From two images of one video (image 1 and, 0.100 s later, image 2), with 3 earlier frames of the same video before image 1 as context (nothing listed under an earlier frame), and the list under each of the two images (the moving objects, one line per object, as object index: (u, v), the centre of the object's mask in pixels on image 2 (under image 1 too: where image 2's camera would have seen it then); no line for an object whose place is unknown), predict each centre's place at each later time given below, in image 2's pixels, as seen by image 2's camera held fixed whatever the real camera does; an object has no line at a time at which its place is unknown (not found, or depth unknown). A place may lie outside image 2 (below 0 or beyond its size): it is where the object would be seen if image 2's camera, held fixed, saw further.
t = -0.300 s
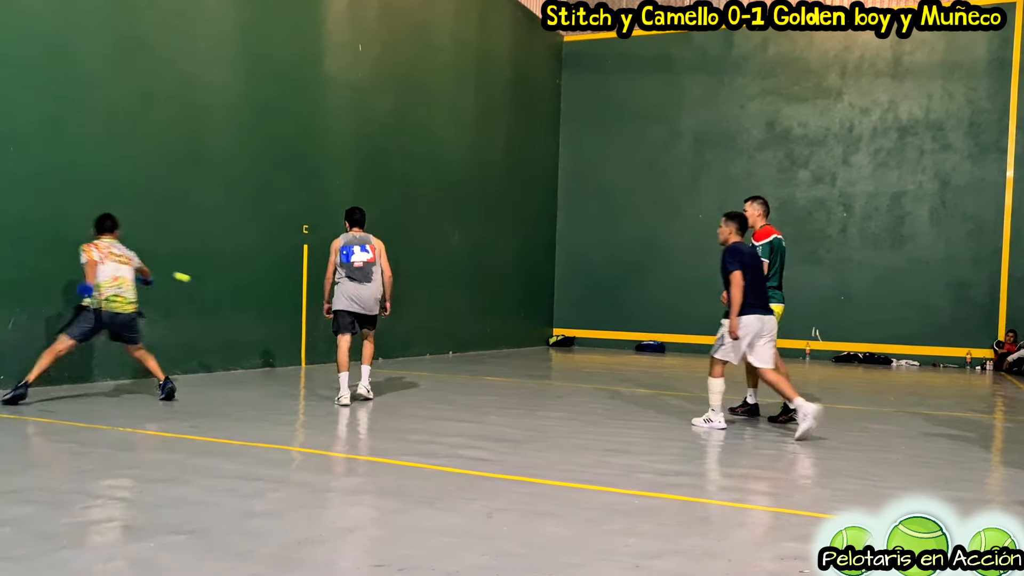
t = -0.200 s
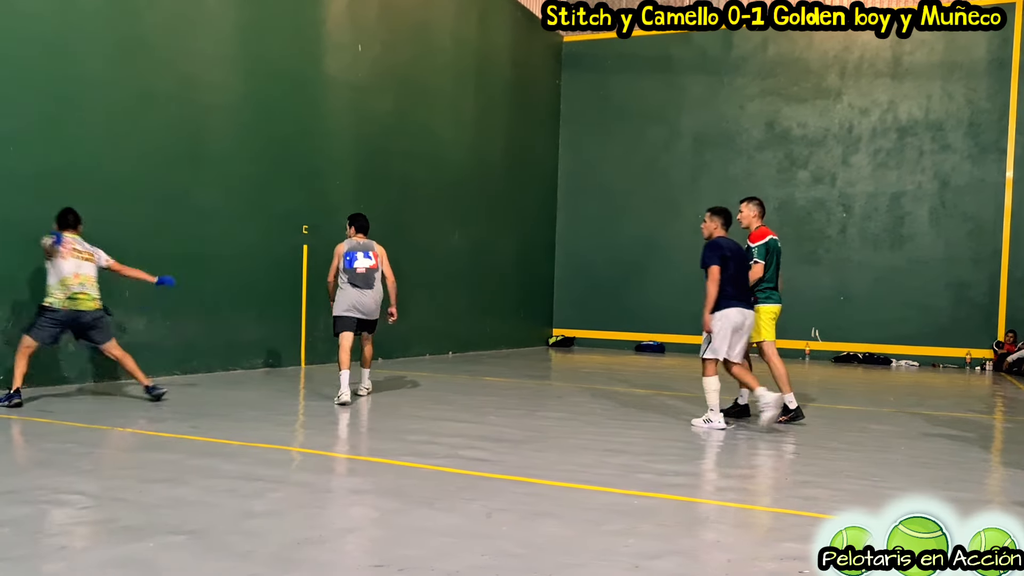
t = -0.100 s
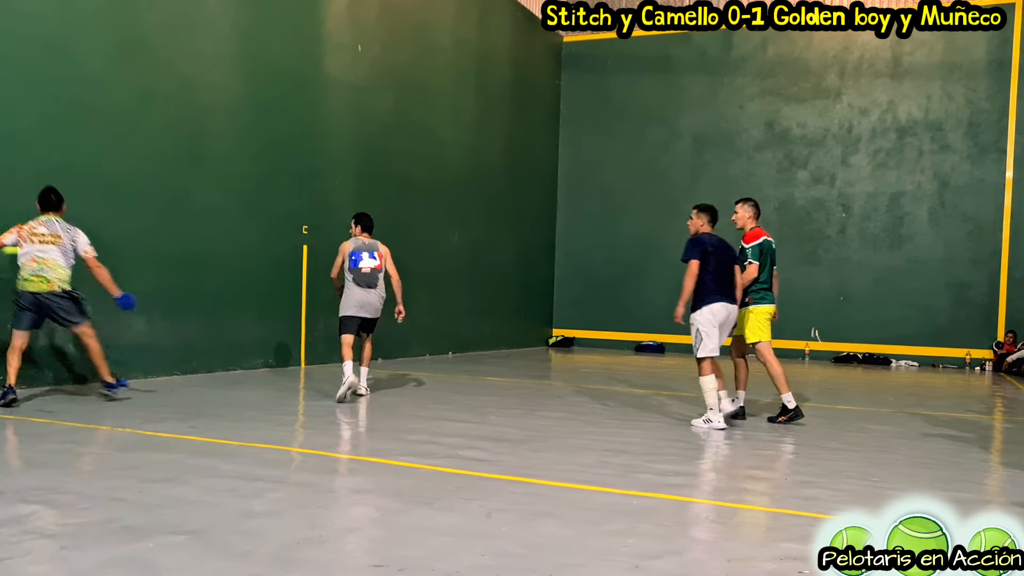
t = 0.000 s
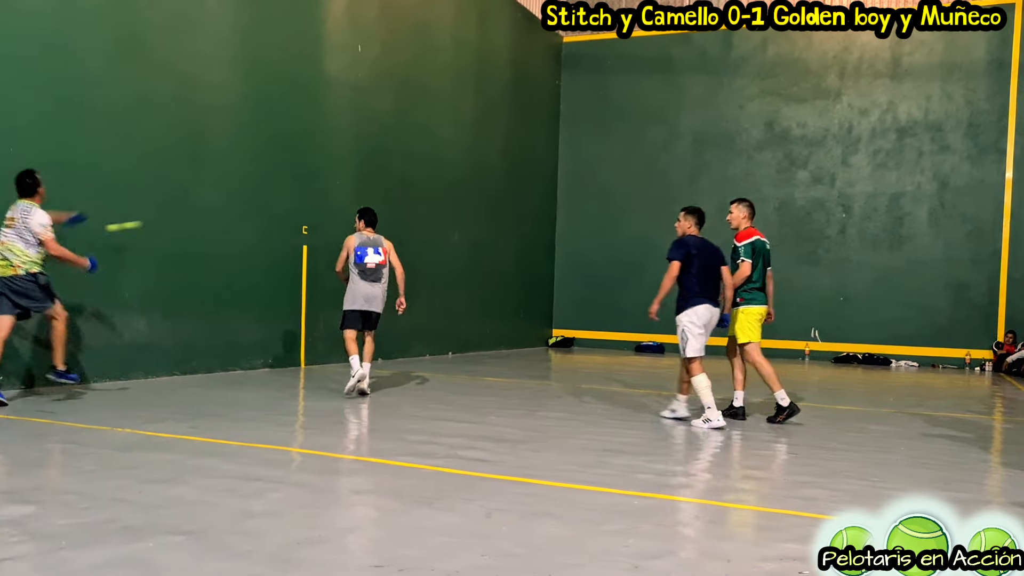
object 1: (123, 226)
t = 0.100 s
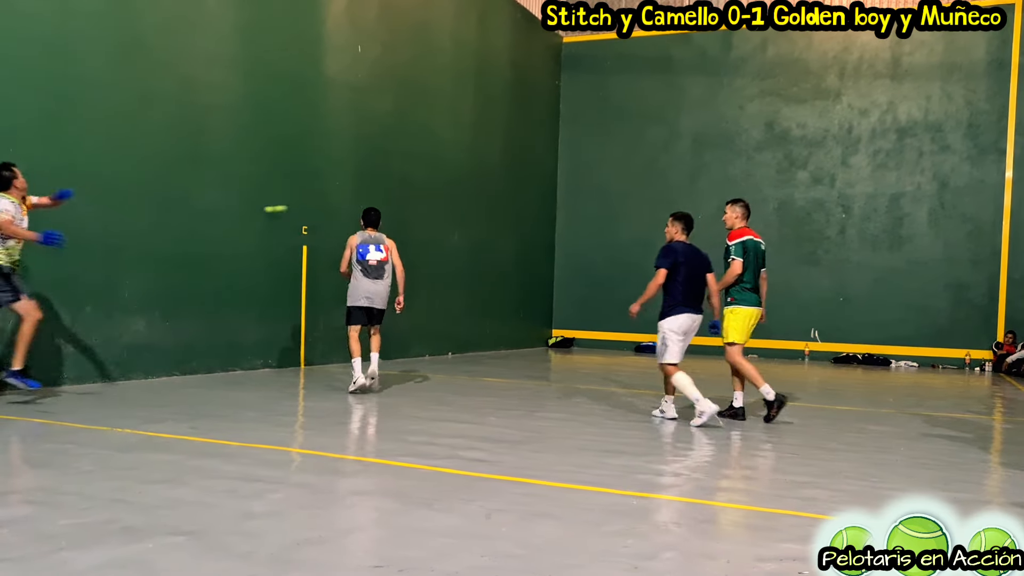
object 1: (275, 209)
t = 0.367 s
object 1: (489, 211)
